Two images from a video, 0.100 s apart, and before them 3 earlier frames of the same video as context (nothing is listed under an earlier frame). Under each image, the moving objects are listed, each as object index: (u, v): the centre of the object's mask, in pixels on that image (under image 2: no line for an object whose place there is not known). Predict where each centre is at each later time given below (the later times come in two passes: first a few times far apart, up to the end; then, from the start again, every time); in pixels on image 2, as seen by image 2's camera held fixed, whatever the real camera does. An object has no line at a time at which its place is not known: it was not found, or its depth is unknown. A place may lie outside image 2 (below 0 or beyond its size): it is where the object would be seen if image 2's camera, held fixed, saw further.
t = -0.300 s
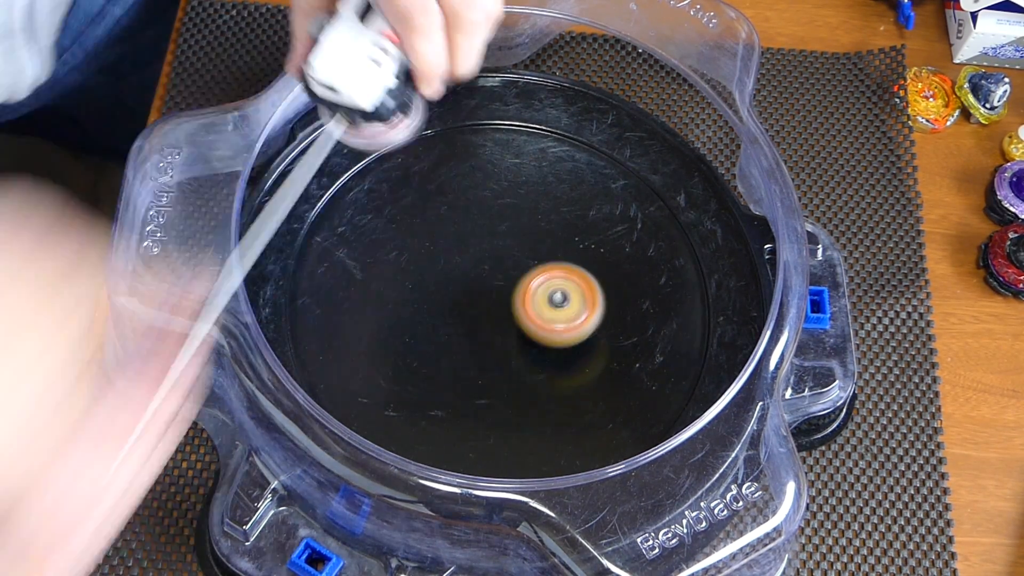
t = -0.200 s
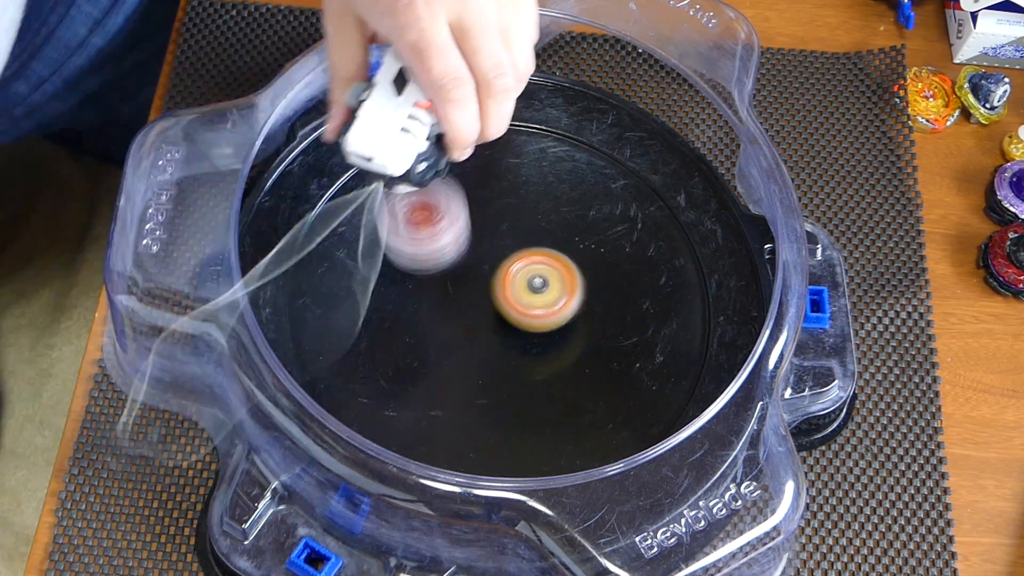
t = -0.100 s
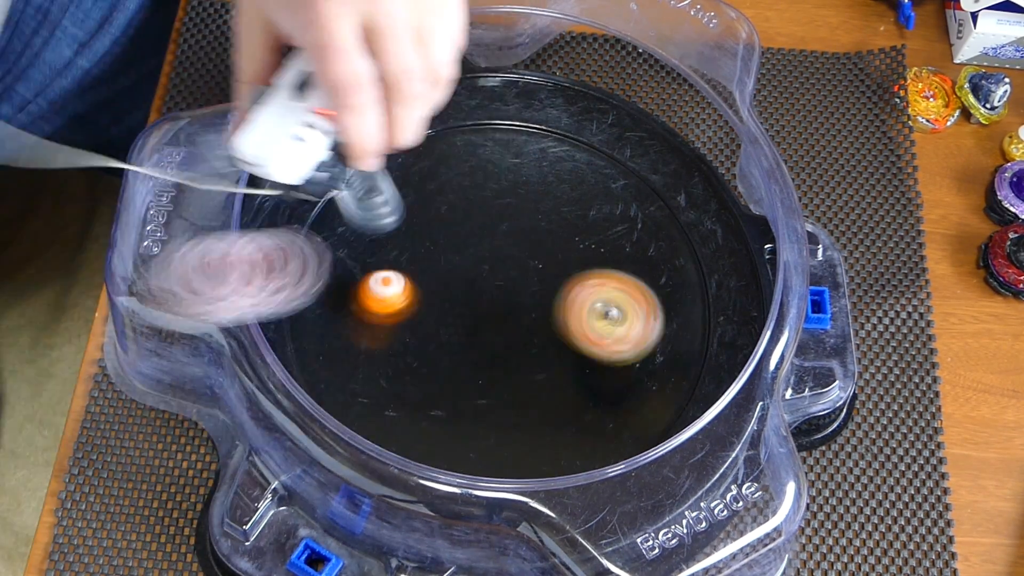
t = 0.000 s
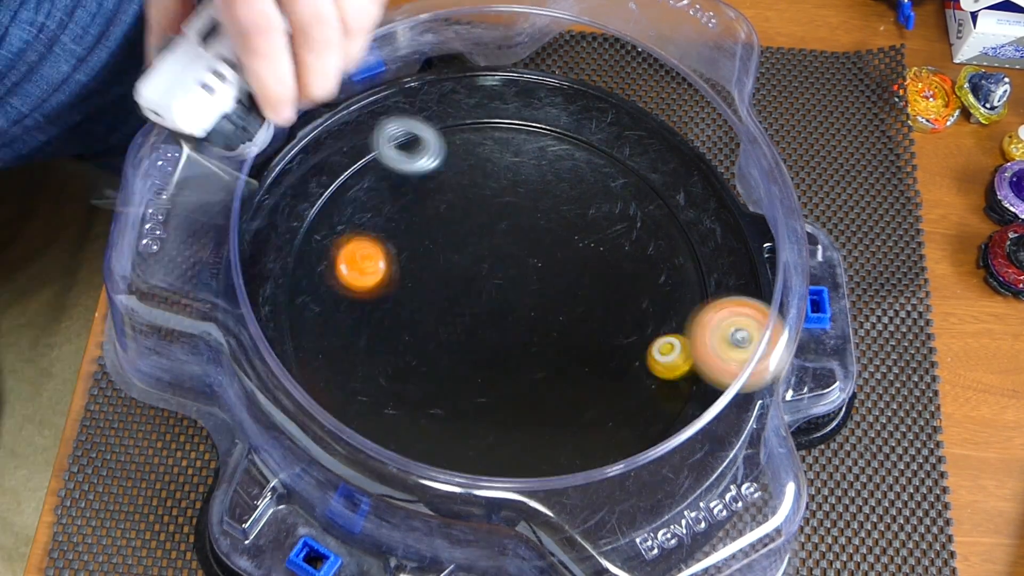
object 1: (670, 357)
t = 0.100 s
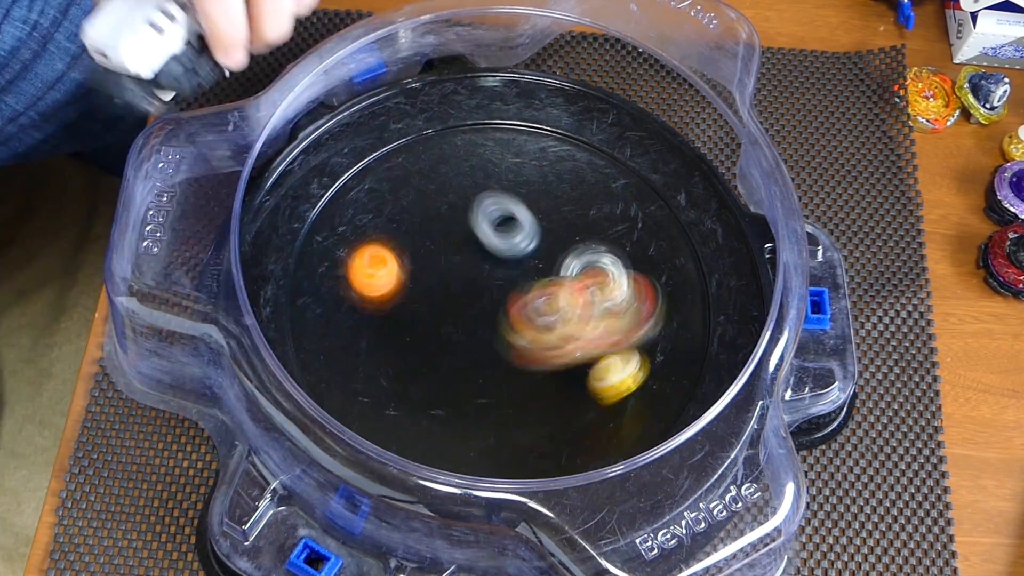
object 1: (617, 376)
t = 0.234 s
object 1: (451, 500)
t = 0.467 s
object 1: (314, 423)
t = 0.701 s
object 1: (364, 237)
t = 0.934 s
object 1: (556, 144)
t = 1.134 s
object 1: (672, 217)
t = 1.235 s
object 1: (676, 291)
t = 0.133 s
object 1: (577, 410)
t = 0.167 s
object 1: (534, 452)
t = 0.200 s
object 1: (497, 470)
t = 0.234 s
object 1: (451, 500)
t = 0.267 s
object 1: (418, 509)
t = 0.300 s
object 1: (387, 515)
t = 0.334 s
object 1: (369, 503)
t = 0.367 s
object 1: (352, 491)
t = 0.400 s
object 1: (336, 471)
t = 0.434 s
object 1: (323, 452)
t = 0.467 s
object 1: (314, 423)
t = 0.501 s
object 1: (307, 394)
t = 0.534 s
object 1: (304, 363)
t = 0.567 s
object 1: (306, 335)
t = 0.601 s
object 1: (314, 309)
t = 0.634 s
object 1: (326, 285)
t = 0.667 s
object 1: (343, 262)
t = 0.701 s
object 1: (364, 237)
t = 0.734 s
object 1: (387, 215)
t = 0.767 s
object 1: (412, 196)
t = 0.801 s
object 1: (438, 179)
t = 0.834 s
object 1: (465, 166)
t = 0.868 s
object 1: (494, 155)
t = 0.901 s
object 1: (524, 148)
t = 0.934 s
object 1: (556, 144)
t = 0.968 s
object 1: (582, 144)
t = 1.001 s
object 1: (604, 152)
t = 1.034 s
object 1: (623, 164)
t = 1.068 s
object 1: (642, 178)
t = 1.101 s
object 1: (659, 197)
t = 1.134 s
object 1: (672, 217)
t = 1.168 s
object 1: (679, 240)
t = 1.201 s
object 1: (679, 264)
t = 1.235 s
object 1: (676, 291)
